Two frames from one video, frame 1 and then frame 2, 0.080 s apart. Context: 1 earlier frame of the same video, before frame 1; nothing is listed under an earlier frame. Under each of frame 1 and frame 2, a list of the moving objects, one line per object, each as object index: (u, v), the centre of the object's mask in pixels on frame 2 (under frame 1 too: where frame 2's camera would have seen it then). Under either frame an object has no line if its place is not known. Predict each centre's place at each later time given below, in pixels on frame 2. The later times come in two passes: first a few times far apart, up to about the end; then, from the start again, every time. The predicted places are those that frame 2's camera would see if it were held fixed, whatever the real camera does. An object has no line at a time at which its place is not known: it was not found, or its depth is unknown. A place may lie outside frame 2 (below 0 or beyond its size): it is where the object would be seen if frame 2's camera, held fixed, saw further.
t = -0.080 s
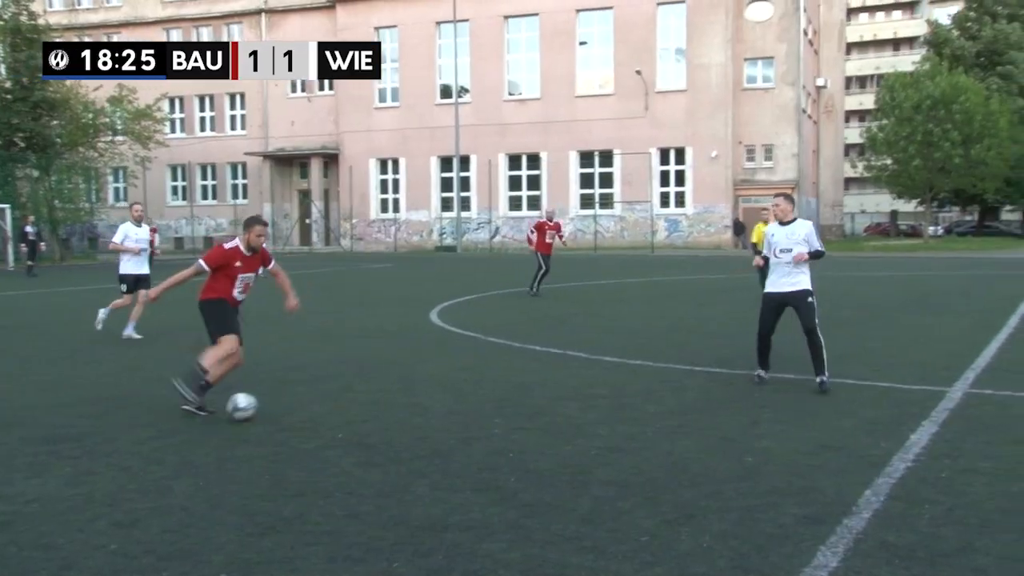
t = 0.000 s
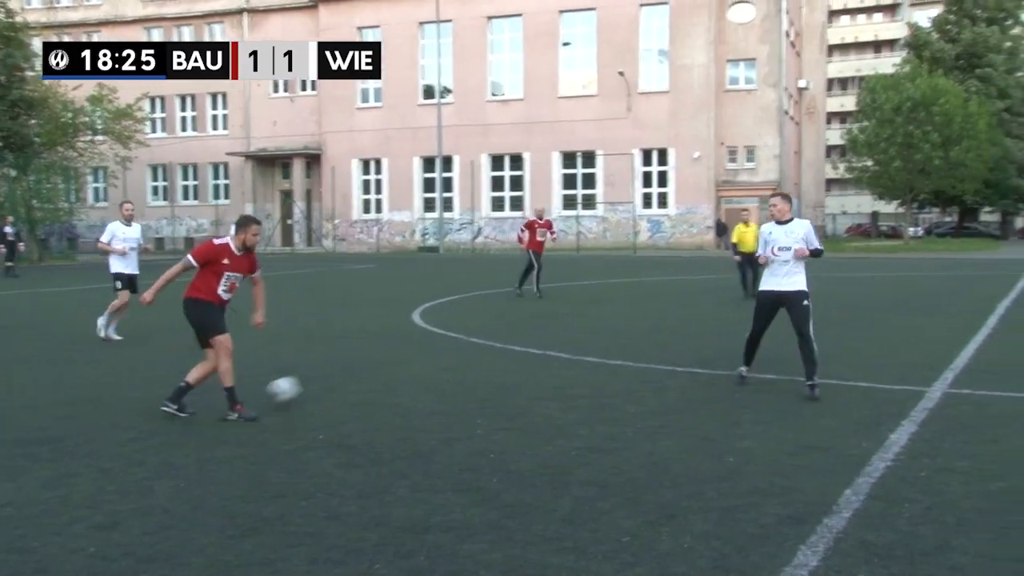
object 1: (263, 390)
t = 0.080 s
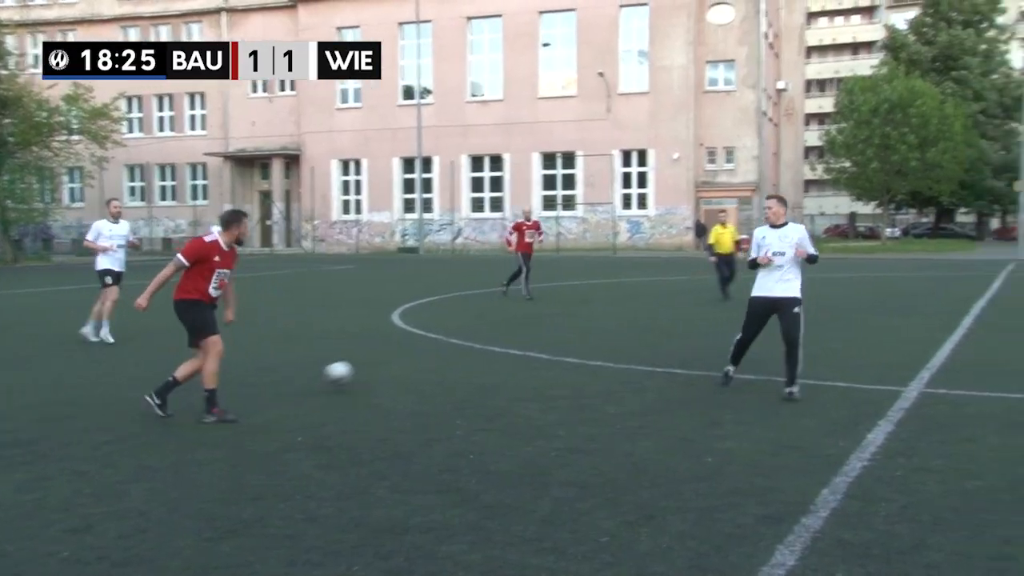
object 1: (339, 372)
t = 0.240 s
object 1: (448, 351)
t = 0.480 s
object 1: (548, 324)
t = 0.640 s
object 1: (592, 319)
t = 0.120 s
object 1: (371, 367)
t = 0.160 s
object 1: (400, 364)
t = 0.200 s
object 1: (427, 358)
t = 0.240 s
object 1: (448, 351)
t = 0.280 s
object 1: (470, 345)
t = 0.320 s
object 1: (488, 341)
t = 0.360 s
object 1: (506, 339)
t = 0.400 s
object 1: (521, 336)
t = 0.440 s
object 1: (535, 329)
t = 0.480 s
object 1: (548, 324)
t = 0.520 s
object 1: (560, 321)
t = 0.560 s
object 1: (571, 319)
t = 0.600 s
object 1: (582, 318)
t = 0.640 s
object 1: (592, 319)
